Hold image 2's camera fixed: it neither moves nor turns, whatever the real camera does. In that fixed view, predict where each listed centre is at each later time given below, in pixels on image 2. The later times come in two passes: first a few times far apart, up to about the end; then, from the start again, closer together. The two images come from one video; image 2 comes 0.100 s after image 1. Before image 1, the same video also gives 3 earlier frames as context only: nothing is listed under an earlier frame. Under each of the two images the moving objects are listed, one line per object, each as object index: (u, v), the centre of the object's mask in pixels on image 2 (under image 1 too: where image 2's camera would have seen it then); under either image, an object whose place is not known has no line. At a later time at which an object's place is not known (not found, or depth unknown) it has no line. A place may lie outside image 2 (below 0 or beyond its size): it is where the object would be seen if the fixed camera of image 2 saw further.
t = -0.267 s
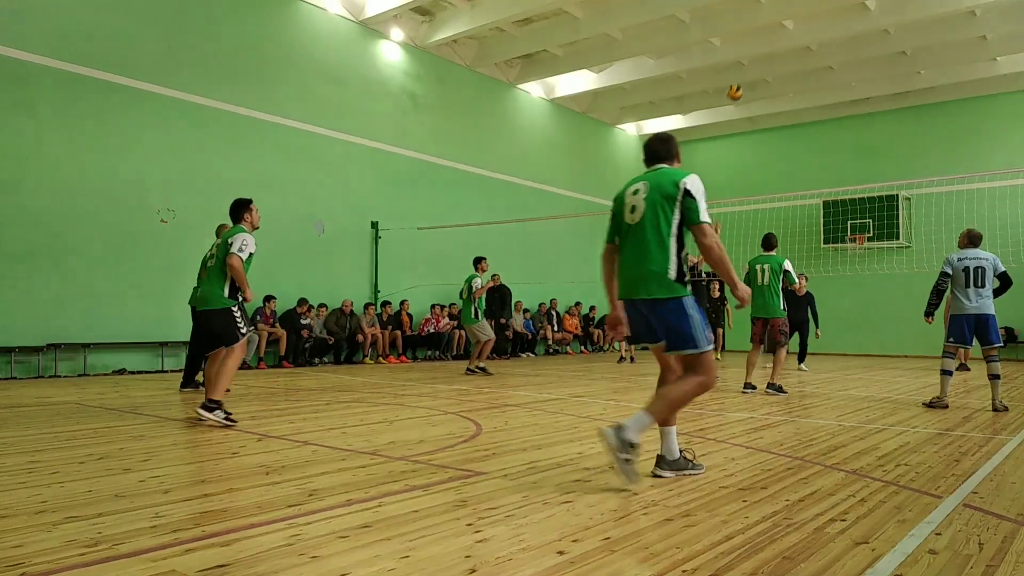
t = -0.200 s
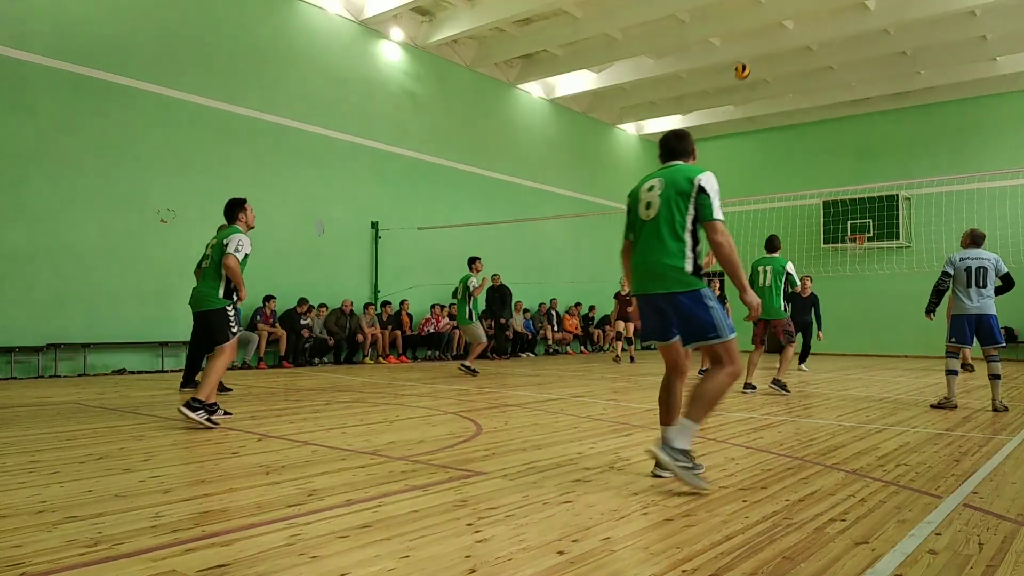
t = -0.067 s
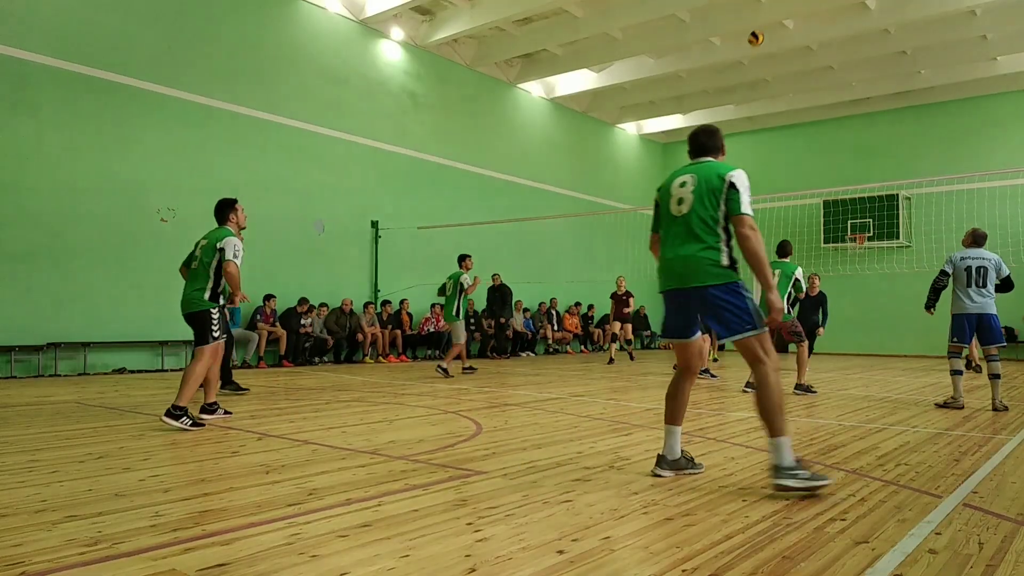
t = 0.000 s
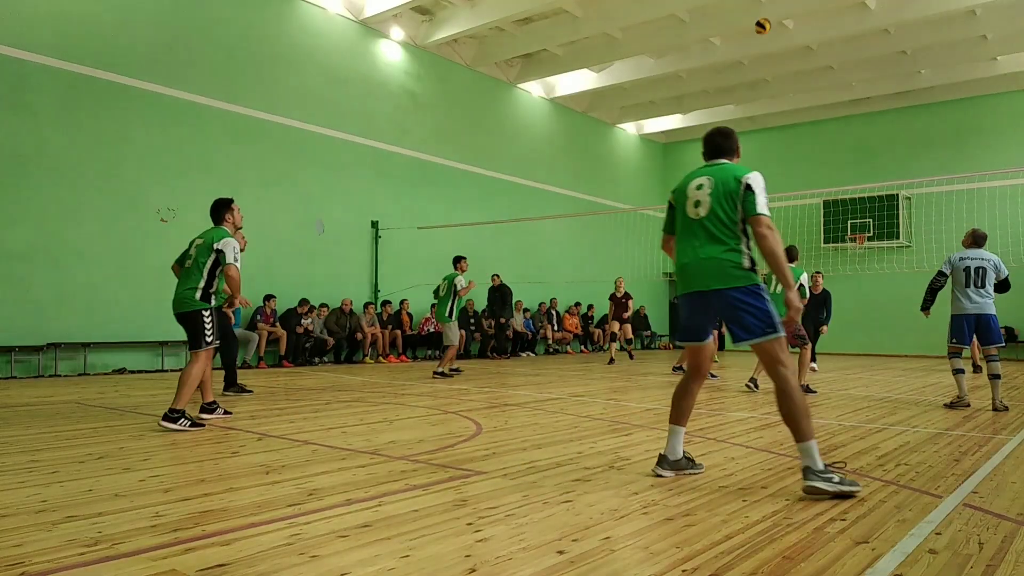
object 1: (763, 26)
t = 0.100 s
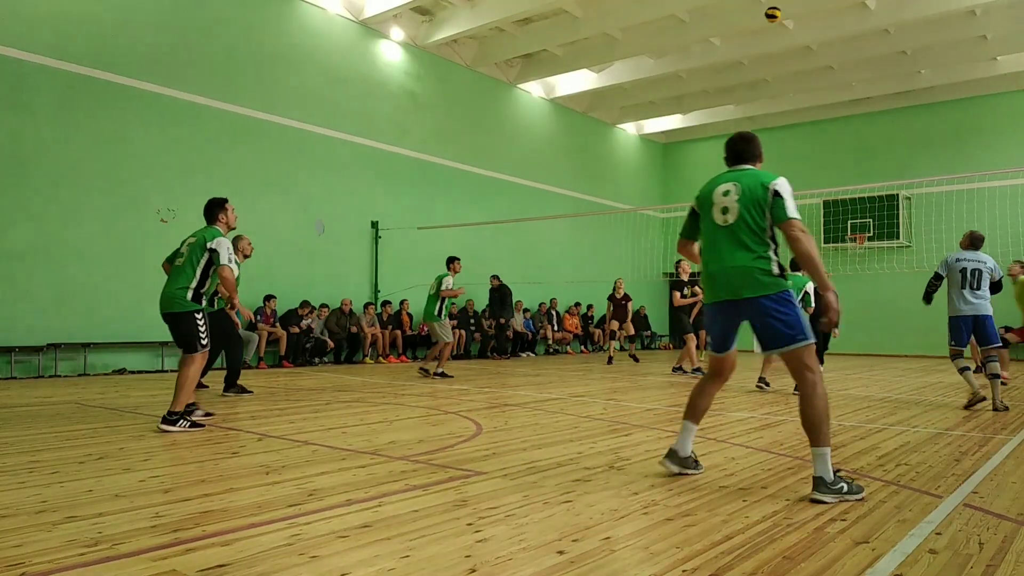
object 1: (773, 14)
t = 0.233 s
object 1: (787, 8)
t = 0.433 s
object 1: (808, 23)
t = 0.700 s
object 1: (838, 89)
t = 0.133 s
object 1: (776, 11)
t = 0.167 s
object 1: (780, 10)
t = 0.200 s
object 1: (783, 9)
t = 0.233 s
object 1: (787, 8)
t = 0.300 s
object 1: (794, 10)
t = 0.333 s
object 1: (797, 12)
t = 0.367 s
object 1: (801, 15)
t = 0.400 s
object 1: (804, 19)
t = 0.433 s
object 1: (808, 23)
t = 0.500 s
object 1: (816, 35)
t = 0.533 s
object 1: (819, 42)
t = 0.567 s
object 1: (823, 49)
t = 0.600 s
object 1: (827, 58)
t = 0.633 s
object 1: (830, 67)
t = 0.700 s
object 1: (838, 89)
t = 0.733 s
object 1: (842, 101)
